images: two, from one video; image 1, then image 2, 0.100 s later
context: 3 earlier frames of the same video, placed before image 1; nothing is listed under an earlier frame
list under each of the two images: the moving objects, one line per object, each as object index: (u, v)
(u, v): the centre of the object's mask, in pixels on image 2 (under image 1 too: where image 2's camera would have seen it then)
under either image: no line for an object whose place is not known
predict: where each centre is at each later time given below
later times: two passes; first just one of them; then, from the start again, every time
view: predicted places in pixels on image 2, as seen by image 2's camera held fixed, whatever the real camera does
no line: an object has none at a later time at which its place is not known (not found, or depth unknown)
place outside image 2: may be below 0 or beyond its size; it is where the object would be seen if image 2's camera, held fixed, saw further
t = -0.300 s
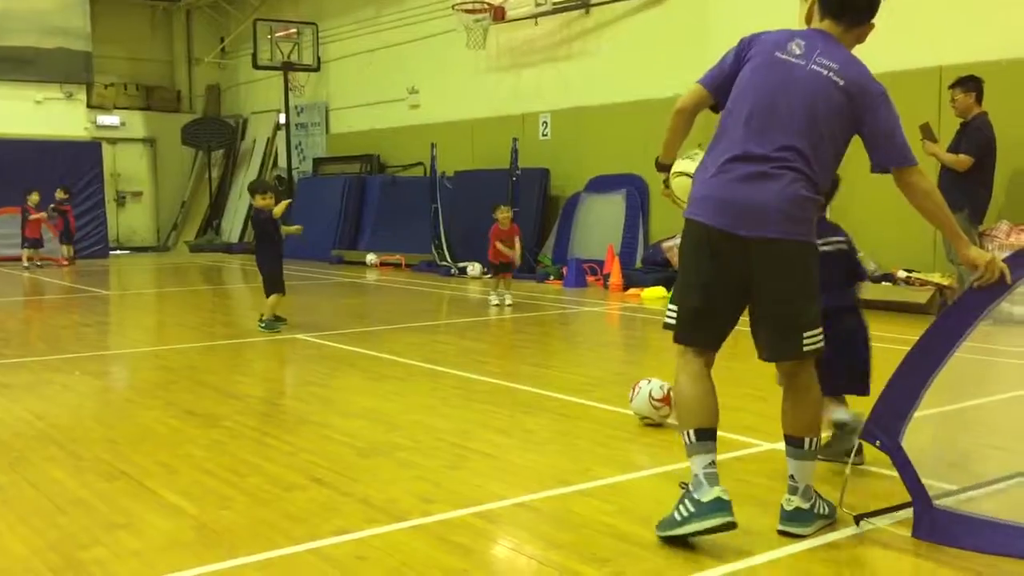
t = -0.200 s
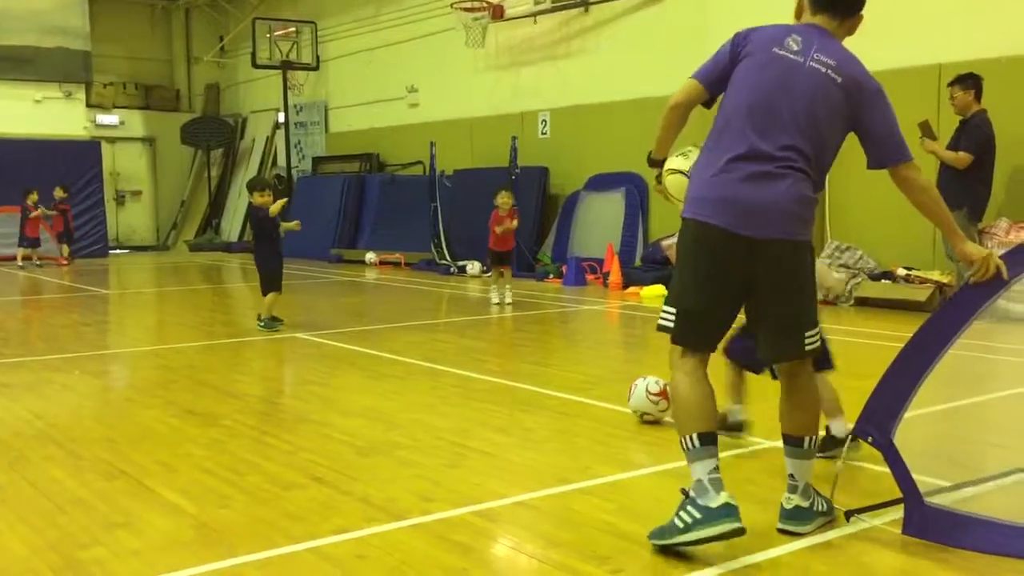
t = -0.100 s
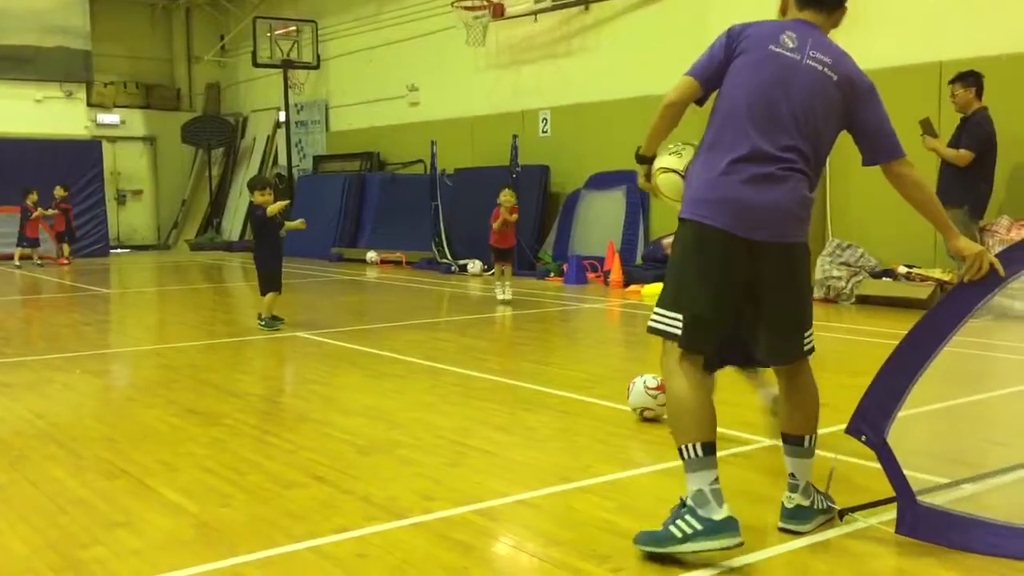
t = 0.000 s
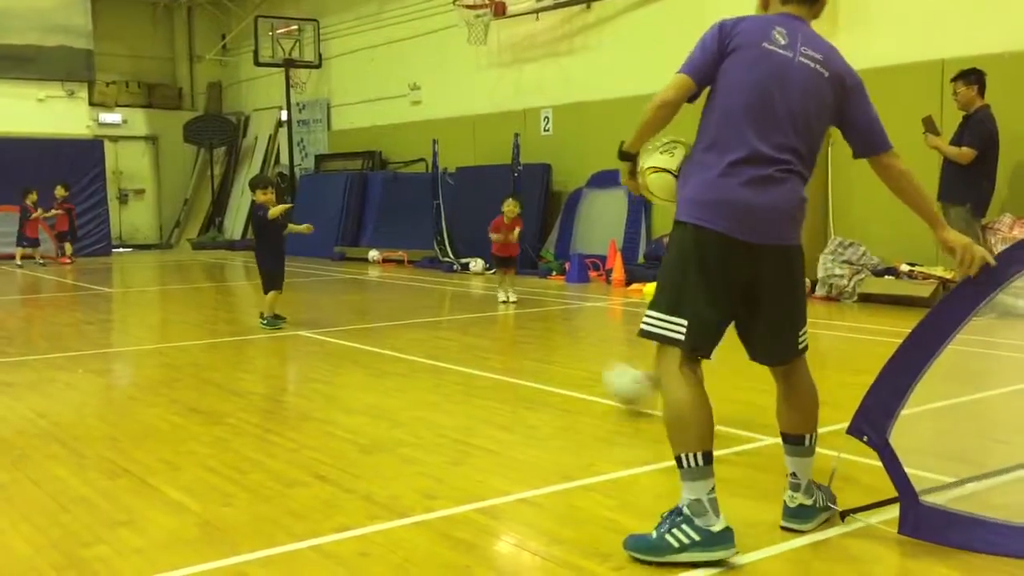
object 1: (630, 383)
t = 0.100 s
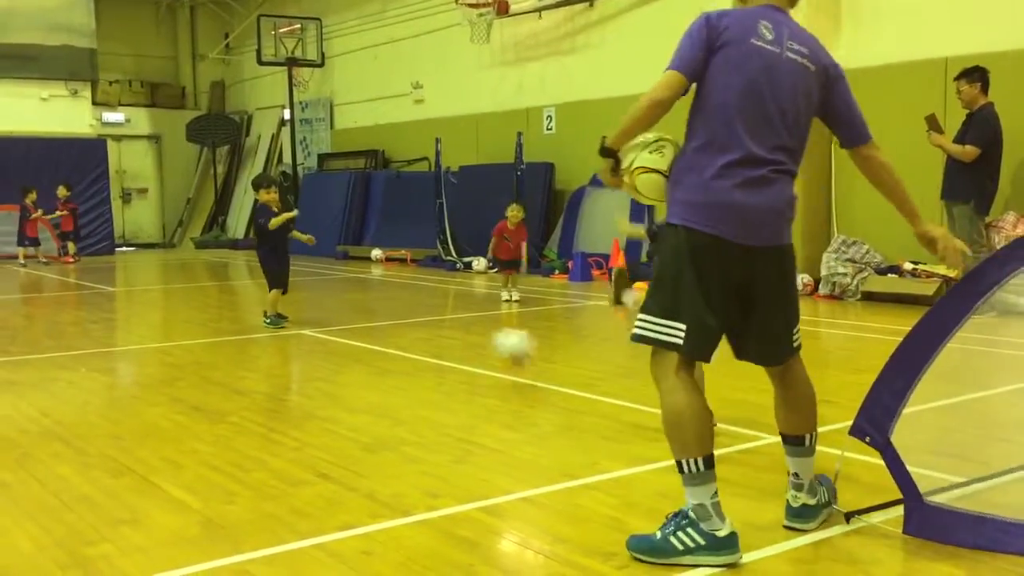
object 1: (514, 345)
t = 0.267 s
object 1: (371, 340)
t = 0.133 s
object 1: (482, 337)
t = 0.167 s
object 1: (449, 334)
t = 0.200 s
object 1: (421, 334)
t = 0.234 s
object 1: (395, 334)
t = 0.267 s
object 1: (371, 340)
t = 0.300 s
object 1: (349, 336)
